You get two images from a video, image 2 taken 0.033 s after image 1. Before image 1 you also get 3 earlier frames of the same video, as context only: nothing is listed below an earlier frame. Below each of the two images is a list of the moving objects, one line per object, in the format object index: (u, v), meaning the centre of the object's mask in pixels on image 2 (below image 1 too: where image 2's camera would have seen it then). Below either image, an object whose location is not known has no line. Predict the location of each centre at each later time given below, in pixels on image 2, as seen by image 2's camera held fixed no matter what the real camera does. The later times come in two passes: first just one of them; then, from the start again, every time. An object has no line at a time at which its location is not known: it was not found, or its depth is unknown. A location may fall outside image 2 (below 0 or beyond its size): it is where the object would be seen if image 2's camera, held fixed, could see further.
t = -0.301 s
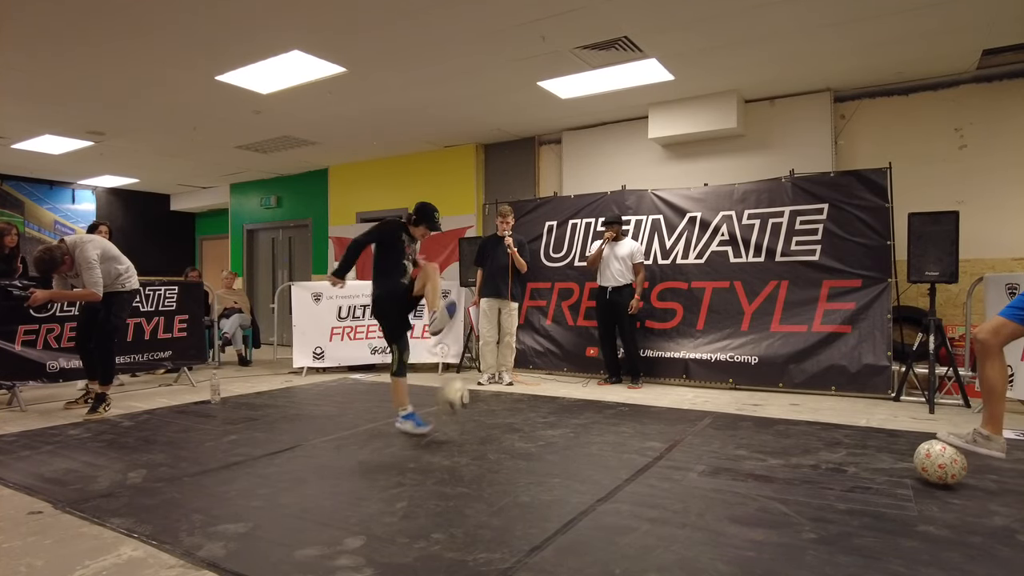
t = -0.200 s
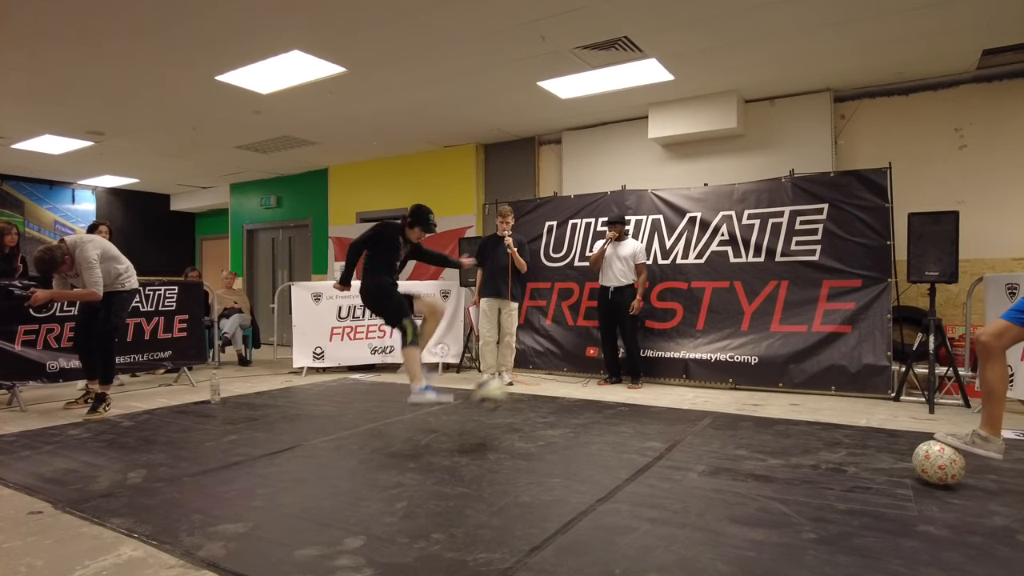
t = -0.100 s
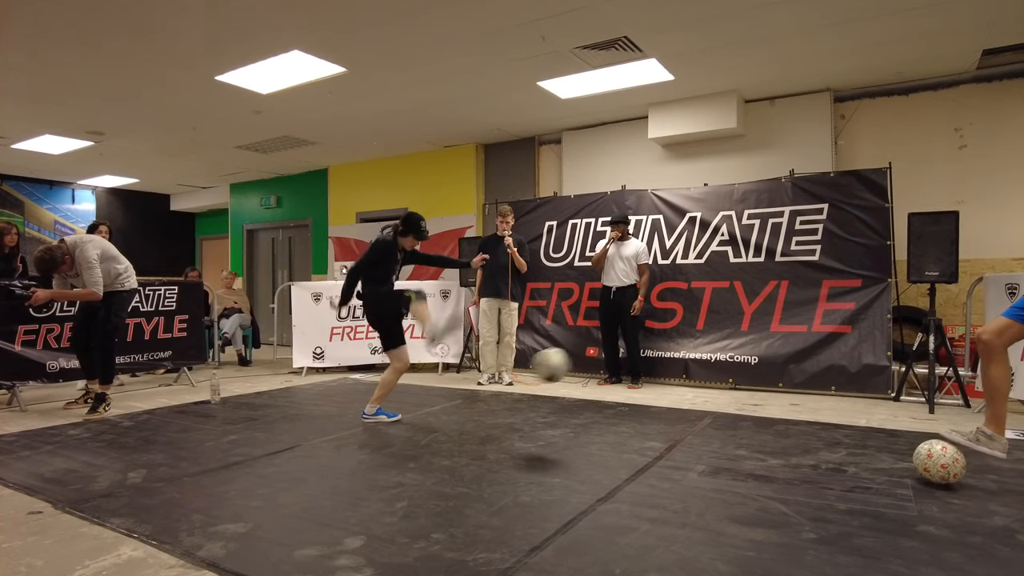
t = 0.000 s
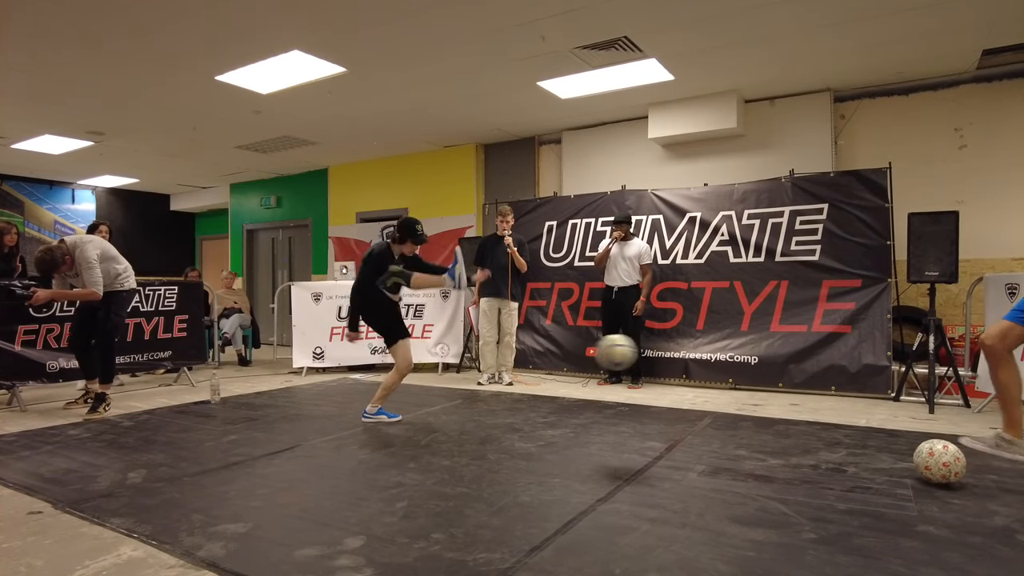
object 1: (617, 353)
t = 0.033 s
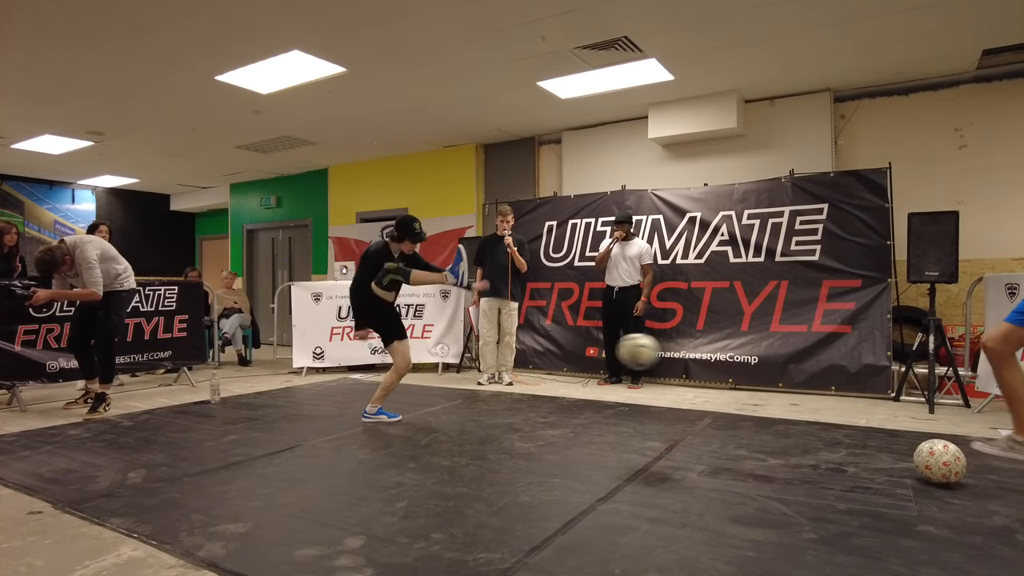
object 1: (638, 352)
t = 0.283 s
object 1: (821, 404)
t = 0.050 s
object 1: (649, 351)
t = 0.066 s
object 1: (660, 352)
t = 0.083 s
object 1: (673, 354)
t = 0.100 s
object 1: (684, 355)
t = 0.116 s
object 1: (697, 359)
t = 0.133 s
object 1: (708, 362)
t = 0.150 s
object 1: (721, 364)
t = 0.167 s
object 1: (734, 368)
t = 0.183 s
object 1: (746, 370)
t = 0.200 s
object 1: (758, 375)
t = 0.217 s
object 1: (770, 379)
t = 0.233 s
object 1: (782, 384)
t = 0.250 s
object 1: (795, 390)
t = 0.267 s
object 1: (808, 398)
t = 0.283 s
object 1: (821, 404)
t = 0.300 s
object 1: (833, 412)
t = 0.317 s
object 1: (847, 422)
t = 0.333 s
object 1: (861, 432)
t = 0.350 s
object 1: (873, 443)
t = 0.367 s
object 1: (884, 447)
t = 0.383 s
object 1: (895, 442)
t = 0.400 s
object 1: (904, 434)
